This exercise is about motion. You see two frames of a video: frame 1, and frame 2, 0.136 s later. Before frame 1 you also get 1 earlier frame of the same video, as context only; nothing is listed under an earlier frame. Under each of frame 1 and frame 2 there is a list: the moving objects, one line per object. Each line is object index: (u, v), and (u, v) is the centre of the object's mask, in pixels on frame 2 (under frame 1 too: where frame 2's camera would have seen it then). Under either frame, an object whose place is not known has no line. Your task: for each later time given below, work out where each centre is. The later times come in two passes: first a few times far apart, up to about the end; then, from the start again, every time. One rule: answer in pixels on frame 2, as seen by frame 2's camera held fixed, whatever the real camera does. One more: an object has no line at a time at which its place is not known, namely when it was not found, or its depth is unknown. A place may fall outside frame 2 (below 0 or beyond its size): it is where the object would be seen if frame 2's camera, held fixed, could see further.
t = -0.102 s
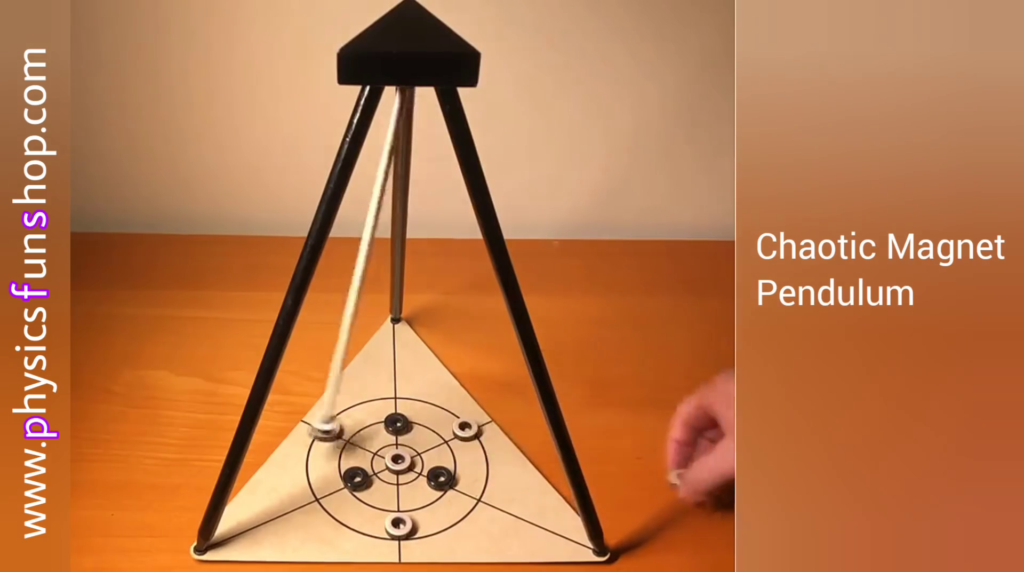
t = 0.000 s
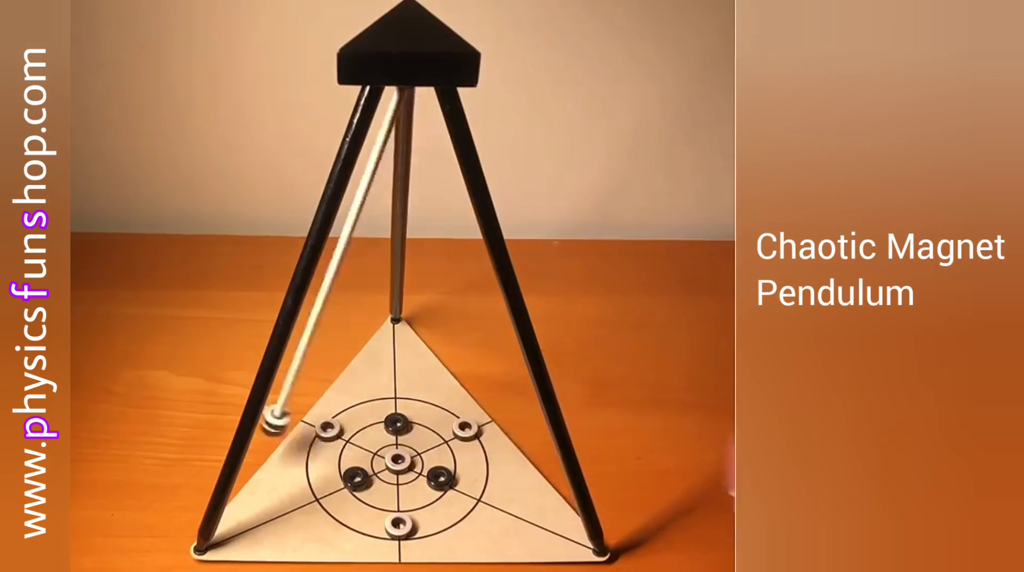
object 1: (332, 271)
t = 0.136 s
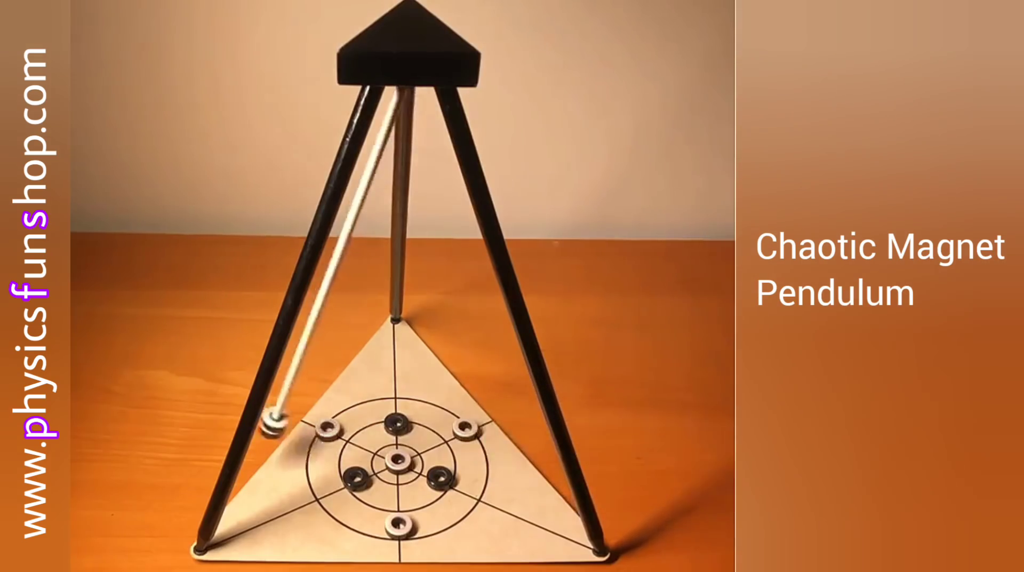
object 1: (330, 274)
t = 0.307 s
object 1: (378, 290)
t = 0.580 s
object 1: (468, 273)
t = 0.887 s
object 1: (391, 274)
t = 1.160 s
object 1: (328, 285)
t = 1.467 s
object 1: (400, 257)
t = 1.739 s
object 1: (468, 266)
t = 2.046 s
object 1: (380, 287)
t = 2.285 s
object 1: (334, 293)
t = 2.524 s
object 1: (389, 278)
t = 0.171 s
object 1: (338, 271)
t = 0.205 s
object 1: (345, 277)
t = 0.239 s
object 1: (354, 286)
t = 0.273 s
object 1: (366, 283)
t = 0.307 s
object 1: (378, 290)
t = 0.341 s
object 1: (392, 302)
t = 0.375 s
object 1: (407, 275)
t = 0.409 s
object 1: (420, 266)
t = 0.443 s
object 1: (432, 272)
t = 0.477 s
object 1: (443, 272)
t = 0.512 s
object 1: (455, 276)
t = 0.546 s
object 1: (463, 275)
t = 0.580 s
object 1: (468, 273)
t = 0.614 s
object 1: (470, 271)
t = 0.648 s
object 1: (467, 270)
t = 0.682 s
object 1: (462, 272)
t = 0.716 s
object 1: (452, 272)
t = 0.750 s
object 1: (441, 275)
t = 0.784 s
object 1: (427, 263)
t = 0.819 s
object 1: (415, 260)
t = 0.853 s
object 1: (403, 270)
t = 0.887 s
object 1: (391, 274)
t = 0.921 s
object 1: (381, 276)
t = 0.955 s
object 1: (370, 281)
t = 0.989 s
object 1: (358, 289)
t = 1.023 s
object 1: (348, 285)
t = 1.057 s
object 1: (340, 283)
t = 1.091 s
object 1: (333, 285)
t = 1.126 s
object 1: (329, 285)
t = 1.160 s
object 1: (328, 285)
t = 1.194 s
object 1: (329, 285)
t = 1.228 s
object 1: (332, 286)
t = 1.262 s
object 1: (338, 286)
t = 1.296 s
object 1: (346, 286)
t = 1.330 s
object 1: (356, 285)
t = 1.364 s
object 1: (366, 284)
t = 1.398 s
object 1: (376, 283)
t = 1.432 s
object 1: (385, 283)
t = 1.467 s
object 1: (400, 257)
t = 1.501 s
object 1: (411, 262)
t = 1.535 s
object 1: (423, 264)
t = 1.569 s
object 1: (435, 265)
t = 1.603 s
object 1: (448, 271)
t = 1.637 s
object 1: (457, 270)
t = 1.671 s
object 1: (464, 268)
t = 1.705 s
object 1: (467, 266)
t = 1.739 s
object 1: (468, 266)
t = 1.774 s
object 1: (465, 266)
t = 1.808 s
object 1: (461, 269)
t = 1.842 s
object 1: (451, 267)
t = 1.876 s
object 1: (441, 270)
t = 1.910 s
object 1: (428, 266)
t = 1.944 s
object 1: (415, 261)
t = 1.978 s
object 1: (402, 265)
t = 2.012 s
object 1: (391, 283)
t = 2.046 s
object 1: (380, 287)
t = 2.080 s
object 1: (371, 295)
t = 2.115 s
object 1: (354, 293)
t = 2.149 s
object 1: (346, 293)
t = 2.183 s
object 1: (339, 295)
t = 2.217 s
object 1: (334, 295)
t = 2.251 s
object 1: (332, 295)
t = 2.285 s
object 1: (334, 293)
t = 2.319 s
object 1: (339, 294)
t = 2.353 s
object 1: (346, 292)
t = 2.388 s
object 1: (354, 289)
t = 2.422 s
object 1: (363, 288)
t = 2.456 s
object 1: (372, 283)
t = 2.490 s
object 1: (381, 277)
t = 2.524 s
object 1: (389, 278)
